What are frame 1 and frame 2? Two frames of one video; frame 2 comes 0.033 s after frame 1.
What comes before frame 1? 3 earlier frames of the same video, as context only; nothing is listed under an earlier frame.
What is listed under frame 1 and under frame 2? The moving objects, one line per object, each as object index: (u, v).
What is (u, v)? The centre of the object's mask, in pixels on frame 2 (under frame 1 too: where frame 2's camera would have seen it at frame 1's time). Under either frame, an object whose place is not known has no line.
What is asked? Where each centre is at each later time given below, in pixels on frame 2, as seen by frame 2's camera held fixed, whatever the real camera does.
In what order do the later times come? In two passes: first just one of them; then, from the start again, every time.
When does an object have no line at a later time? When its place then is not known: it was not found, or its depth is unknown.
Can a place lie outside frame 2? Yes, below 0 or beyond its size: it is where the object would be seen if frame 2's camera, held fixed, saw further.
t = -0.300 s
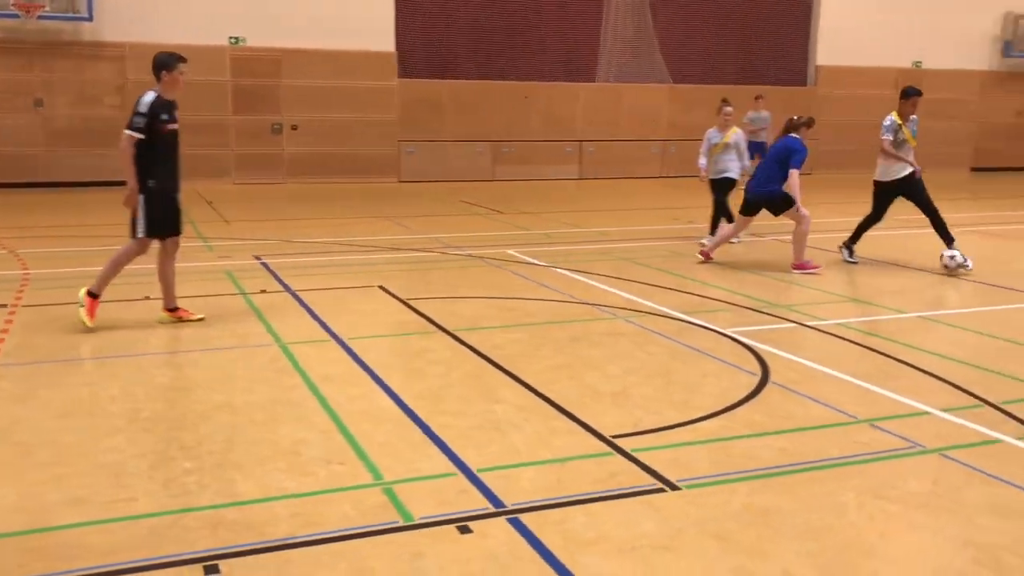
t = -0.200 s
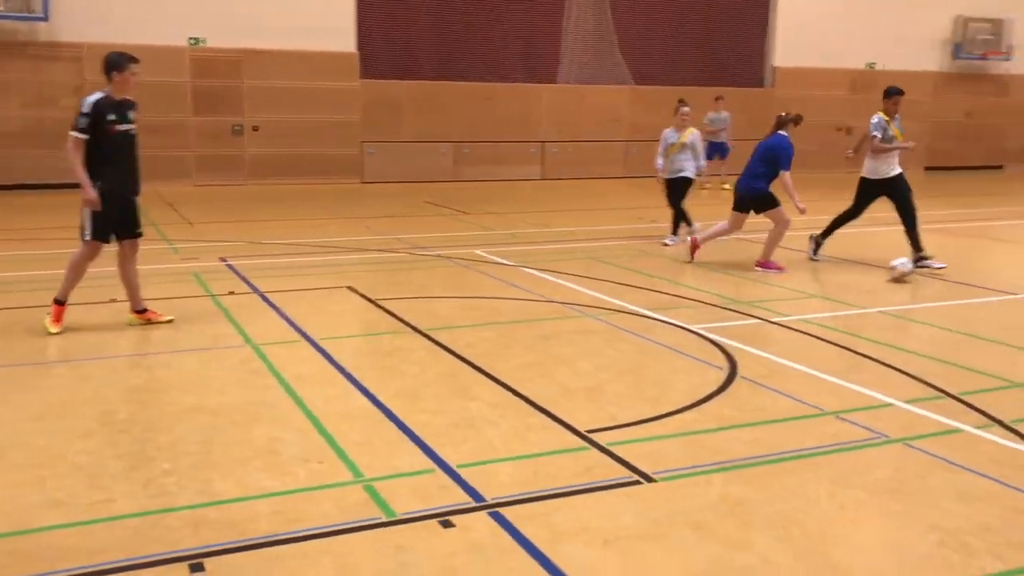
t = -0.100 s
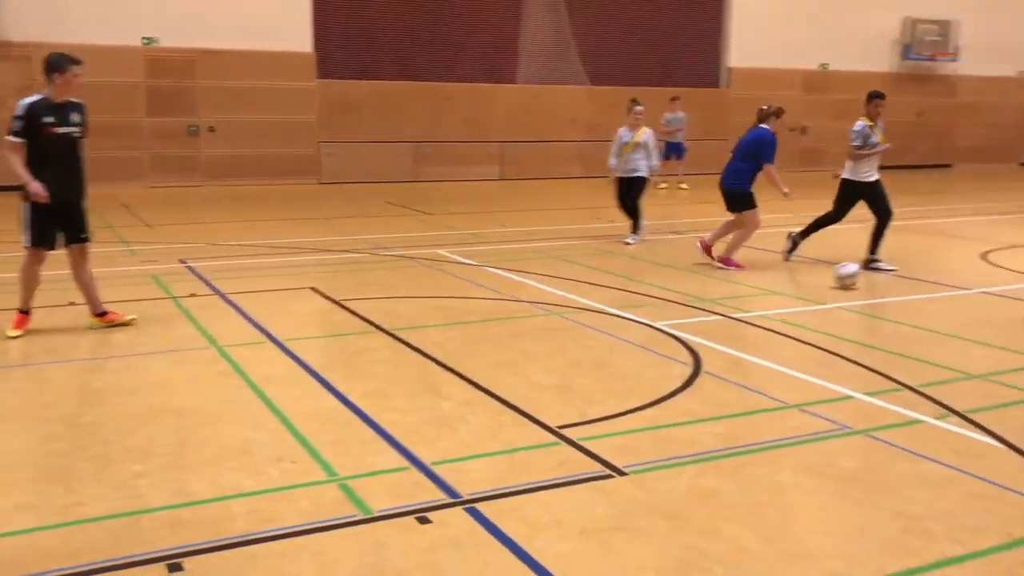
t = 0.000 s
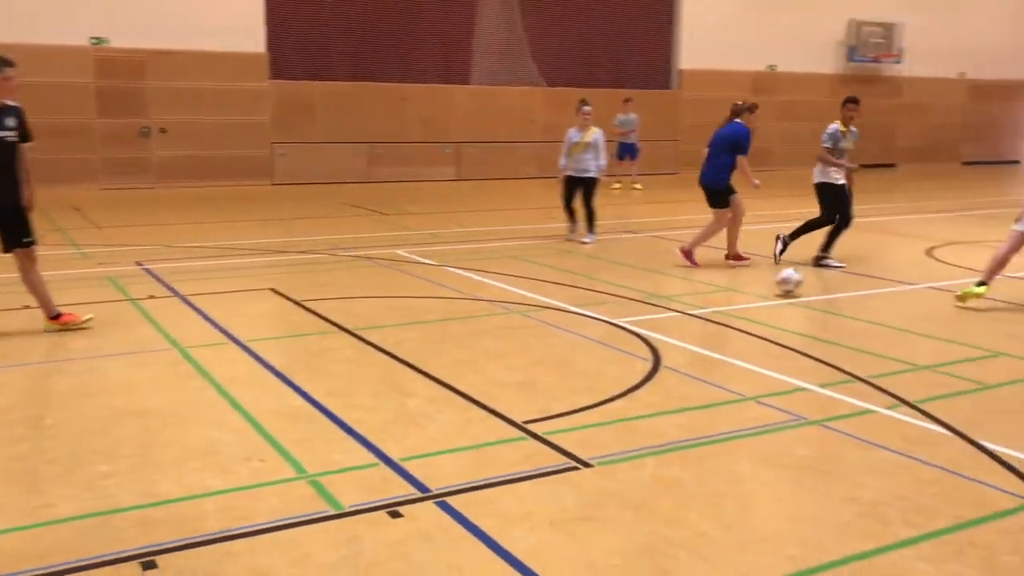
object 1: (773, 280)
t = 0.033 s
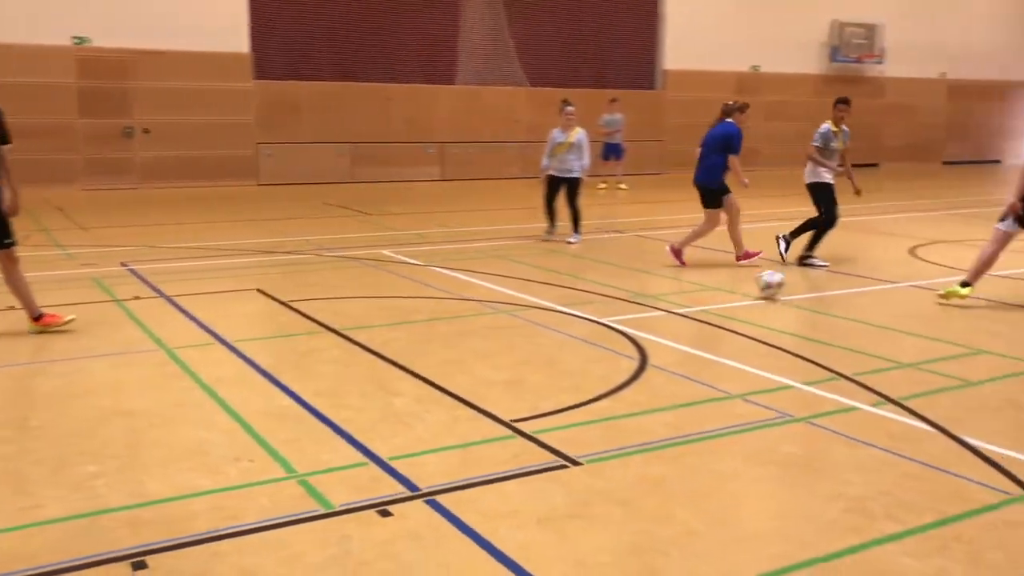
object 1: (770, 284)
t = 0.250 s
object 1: (749, 312)
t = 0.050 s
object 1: (768, 287)
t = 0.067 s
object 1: (767, 290)
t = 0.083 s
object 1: (765, 293)
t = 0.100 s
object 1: (764, 295)
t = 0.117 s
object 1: (762, 296)
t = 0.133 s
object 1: (760, 297)
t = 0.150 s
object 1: (759, 299)
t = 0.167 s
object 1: (758, 301)
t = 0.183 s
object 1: (756, 303)
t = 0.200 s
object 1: (754, 306)
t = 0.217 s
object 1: (752, 309)
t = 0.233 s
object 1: (751, 312)
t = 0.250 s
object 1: (749, 312)
